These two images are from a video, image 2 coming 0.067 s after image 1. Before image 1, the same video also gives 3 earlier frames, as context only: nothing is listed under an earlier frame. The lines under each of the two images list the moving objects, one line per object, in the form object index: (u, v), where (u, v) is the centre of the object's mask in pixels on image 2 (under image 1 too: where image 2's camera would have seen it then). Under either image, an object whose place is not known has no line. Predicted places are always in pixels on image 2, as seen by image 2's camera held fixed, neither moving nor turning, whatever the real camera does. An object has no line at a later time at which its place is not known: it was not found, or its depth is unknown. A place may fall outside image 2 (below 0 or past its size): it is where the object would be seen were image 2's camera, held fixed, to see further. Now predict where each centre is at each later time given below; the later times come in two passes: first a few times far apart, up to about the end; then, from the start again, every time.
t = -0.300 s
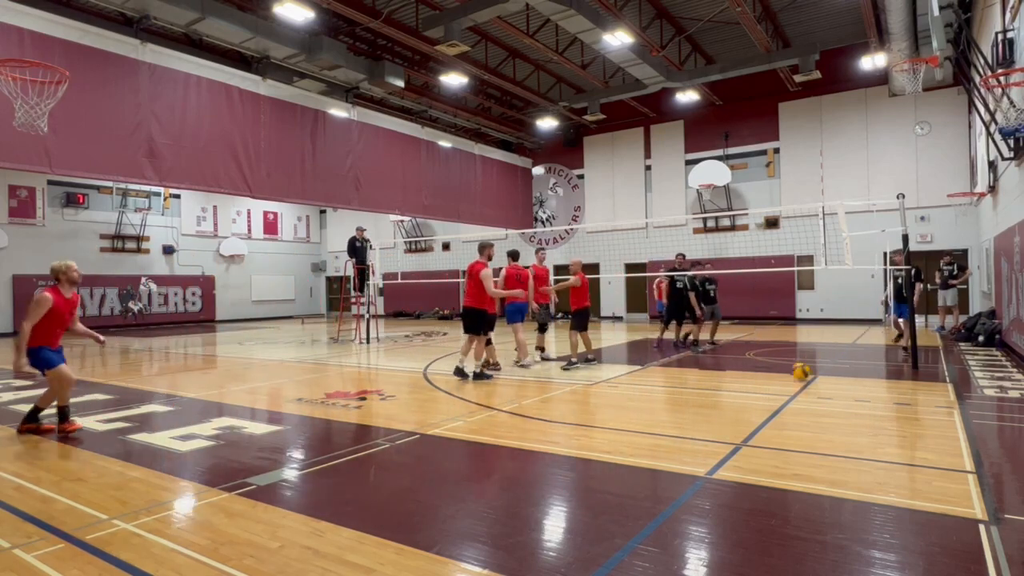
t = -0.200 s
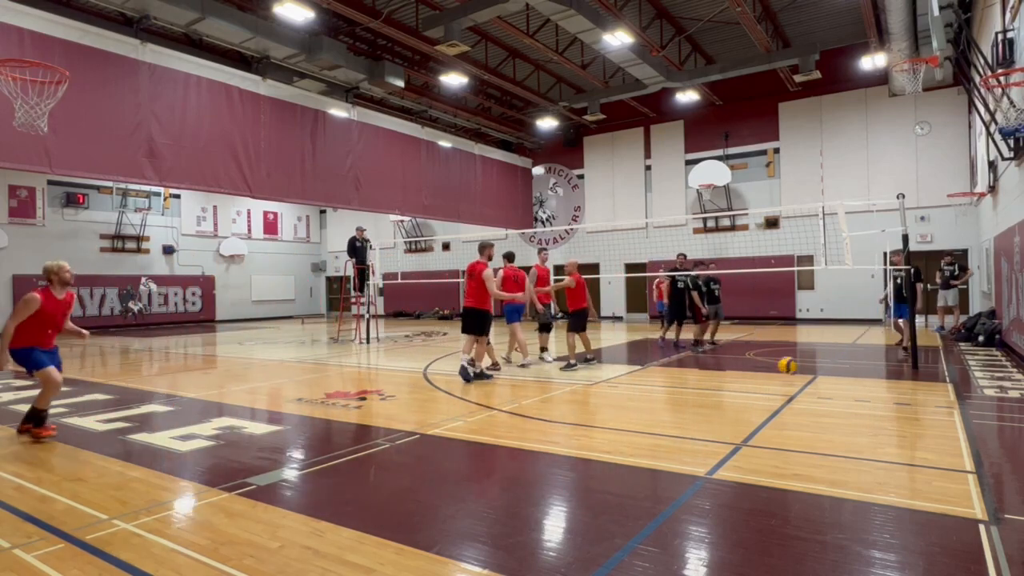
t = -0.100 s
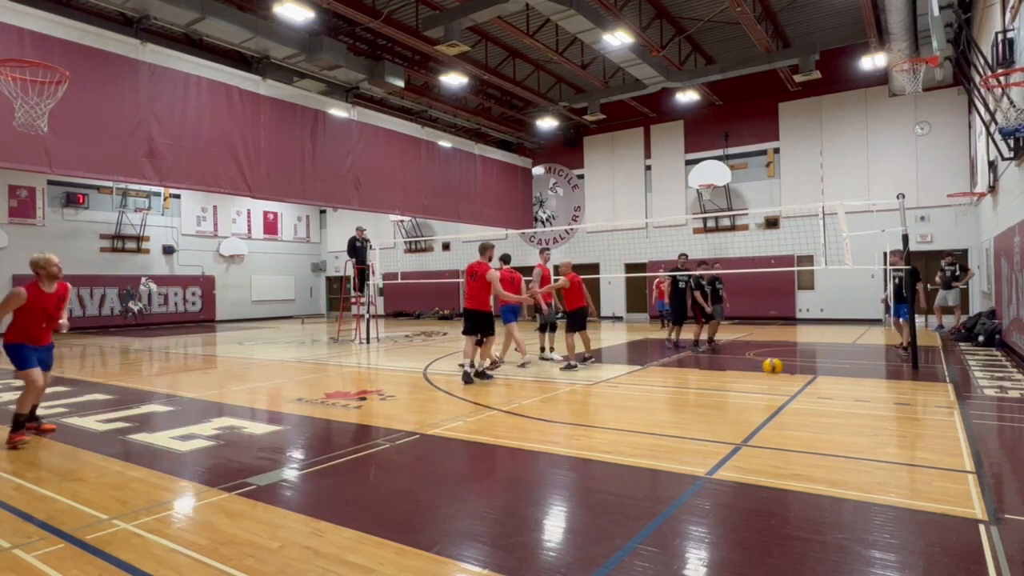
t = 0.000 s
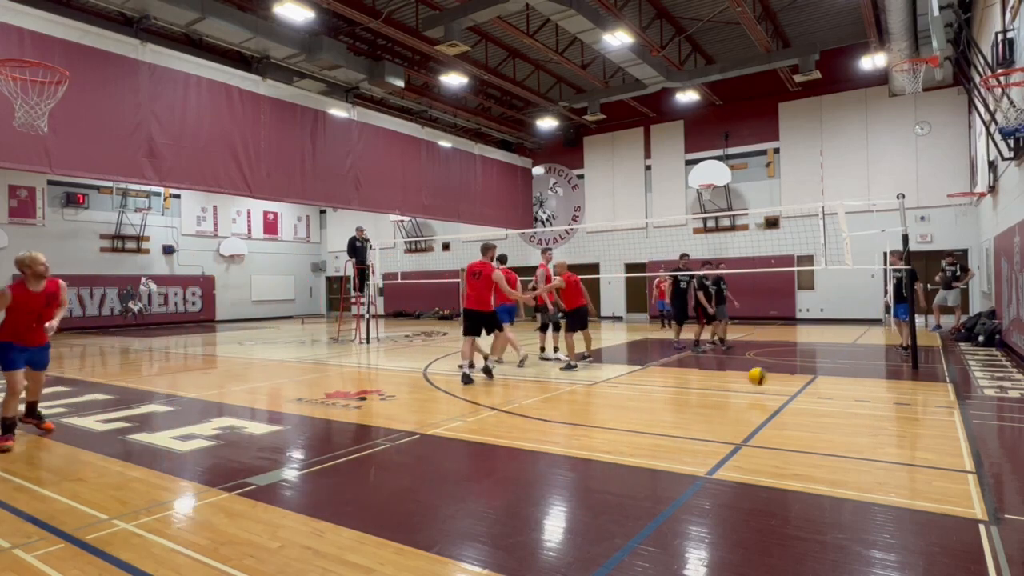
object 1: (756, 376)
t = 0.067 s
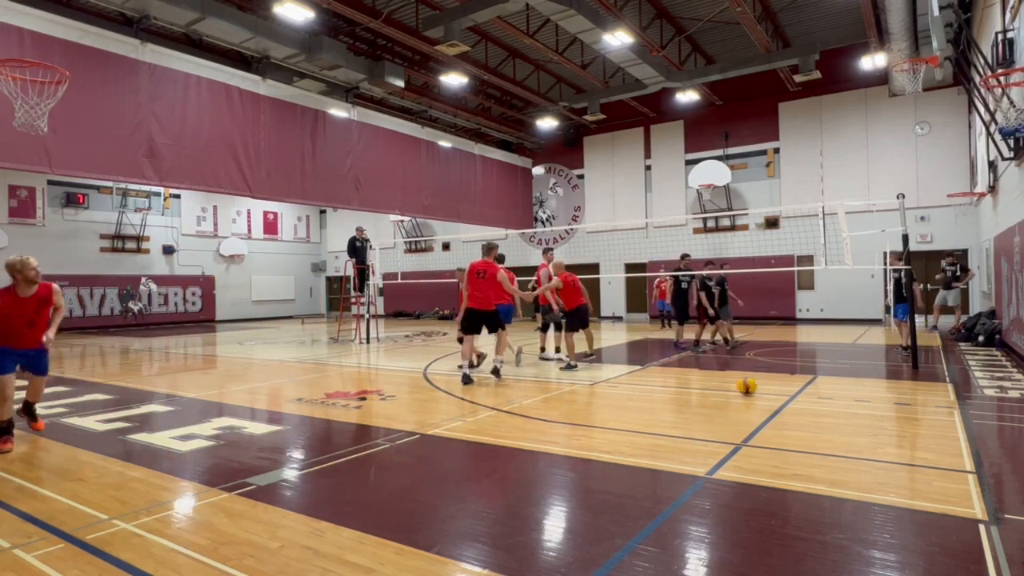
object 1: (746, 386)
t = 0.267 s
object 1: (710, 386)
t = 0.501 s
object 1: (663, 400)
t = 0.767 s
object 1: (596, 421)
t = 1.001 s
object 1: (522, 446)
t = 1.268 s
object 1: (416, 469)
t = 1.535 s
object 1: (275, 507)
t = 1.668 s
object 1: (185, 529)
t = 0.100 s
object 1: (741, 383)
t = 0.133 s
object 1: (735, 382)
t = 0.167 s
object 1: (729, 381)
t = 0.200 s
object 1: (724, 381)
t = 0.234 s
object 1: (717, 384)
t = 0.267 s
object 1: (710, 386)
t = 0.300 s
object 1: (705, 391)
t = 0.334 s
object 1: (698, 395)
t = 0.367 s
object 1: (692, 401)
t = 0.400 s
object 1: (685, 399)
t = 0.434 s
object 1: (678, 398)
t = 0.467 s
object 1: (669, 400)
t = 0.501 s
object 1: (663, 400)
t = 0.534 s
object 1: (654, 404)
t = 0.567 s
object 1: (647, 407)
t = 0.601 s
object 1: (639, 412)
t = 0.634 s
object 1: (630, 415)
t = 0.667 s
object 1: (621, 414)
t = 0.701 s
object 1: (613, 415)
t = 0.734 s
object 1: (604, 417)
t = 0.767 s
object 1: (596, 421)
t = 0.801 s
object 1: (585, 427)
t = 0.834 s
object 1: (576, 431)
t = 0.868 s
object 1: (565, 431)
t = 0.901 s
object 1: (555, 432)
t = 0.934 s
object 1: (544, 435)
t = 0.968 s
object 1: (533, 439)
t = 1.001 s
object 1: (522, 446)
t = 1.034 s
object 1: (510, 446)
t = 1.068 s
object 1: (498, 448)
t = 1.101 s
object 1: (485, 450)
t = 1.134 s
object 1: (472, 456)
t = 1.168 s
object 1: (459, 460)
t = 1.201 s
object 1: (445, 461)
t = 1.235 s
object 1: (431, 465)
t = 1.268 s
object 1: (416, 469)
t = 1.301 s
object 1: (401, 474)
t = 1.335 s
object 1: (384, 476)
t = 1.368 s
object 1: (369, 480)
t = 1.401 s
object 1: (352, 486)
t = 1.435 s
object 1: (333, 492)
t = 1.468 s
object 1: (315, 495)
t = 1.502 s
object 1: (294, 501)
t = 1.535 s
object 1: (275, 507)
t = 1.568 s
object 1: (255, 510)
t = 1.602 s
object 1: (233, 517)
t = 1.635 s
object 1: (212, 522)
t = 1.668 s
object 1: (185, 529)
